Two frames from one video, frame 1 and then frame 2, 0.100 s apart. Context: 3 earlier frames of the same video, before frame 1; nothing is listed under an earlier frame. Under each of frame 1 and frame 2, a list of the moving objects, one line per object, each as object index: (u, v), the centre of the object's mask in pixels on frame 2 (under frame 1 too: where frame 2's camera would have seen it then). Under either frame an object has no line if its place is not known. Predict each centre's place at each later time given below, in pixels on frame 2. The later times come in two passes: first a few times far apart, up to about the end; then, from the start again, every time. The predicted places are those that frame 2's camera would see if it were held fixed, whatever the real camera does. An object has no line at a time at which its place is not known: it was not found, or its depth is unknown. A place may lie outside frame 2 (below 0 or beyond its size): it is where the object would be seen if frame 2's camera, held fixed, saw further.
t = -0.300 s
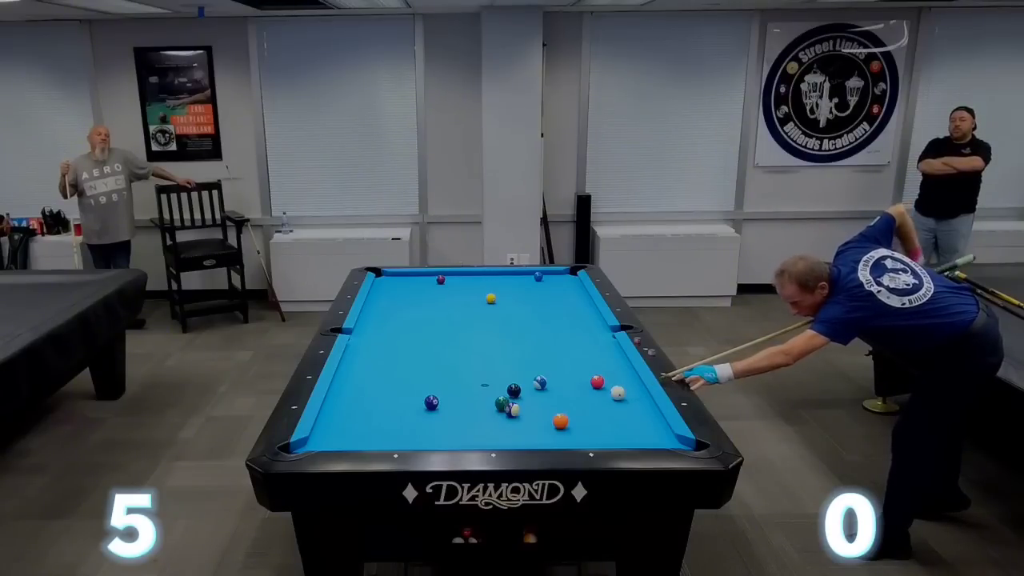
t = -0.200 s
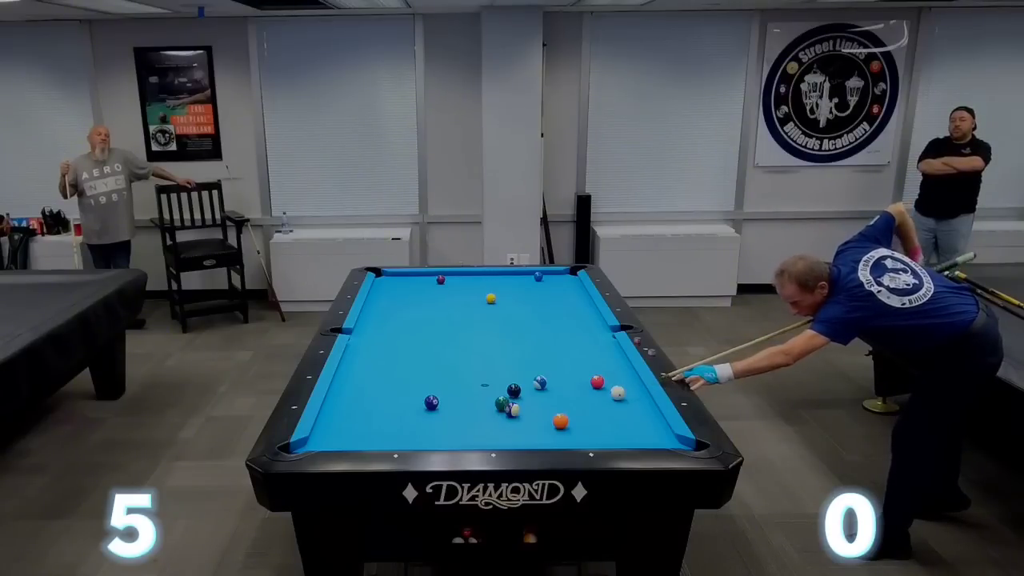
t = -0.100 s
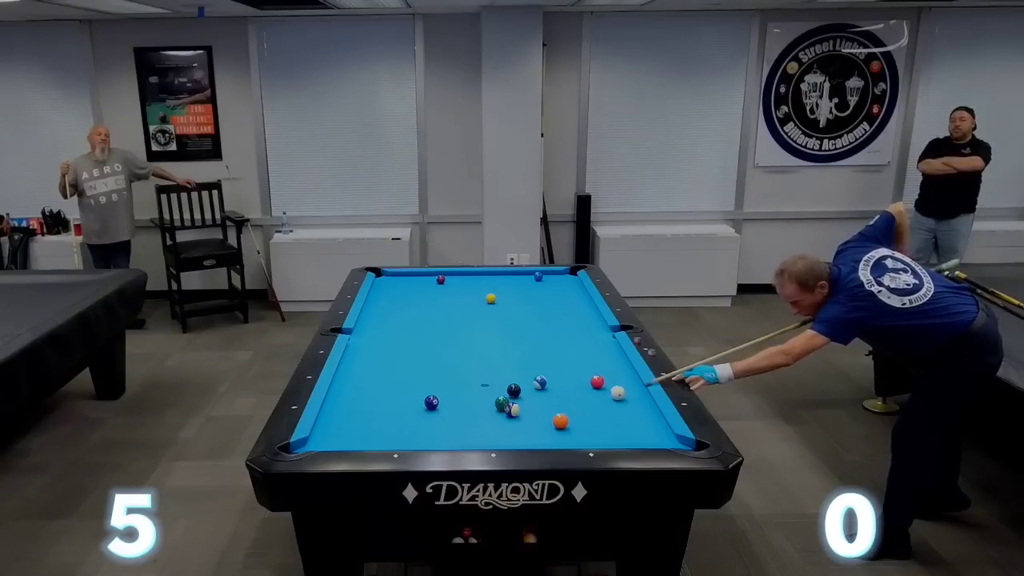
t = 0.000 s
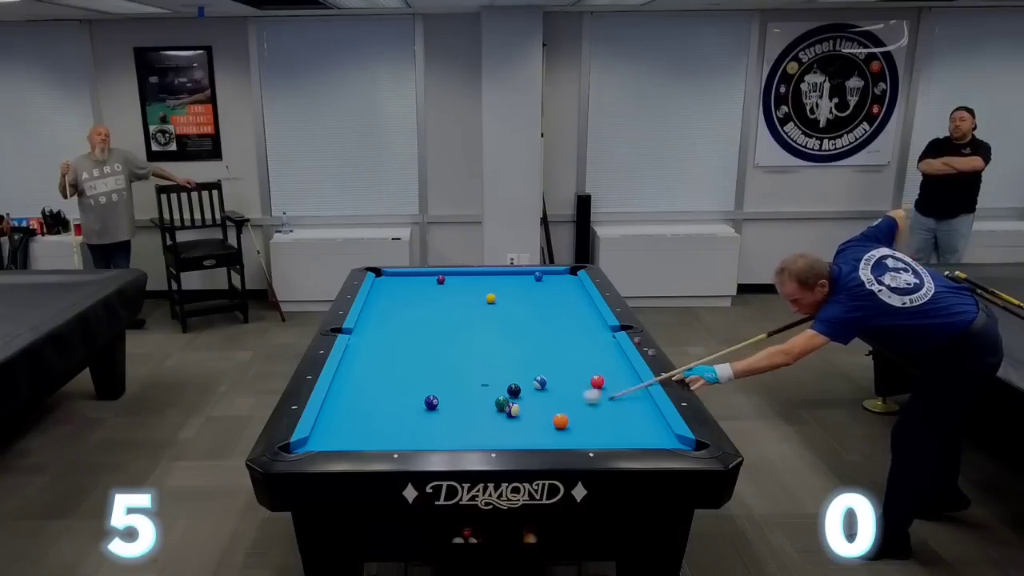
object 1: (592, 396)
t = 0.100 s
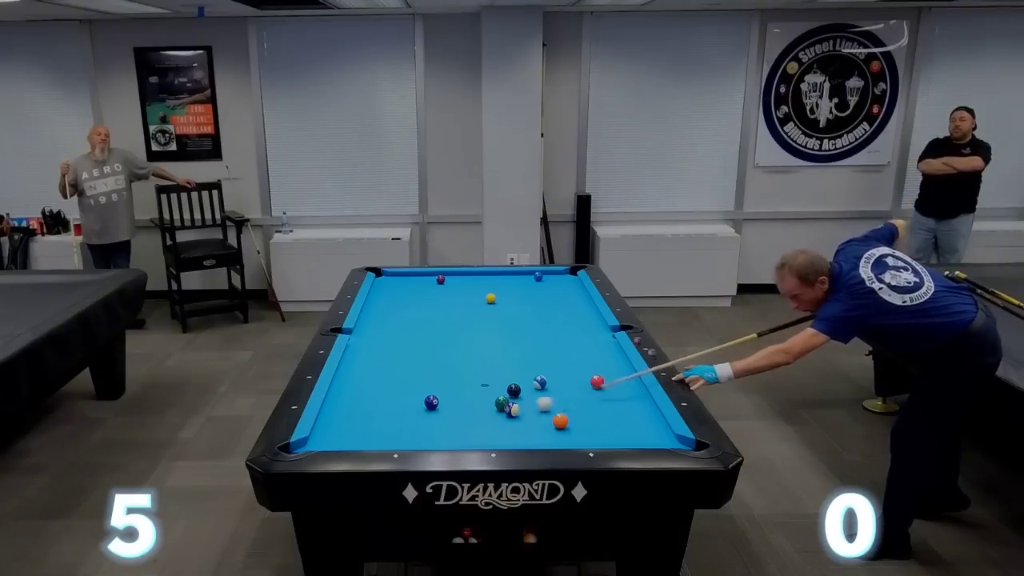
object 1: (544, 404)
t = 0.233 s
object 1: (526, 406)
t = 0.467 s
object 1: (529, 405)
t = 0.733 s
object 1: (531, 404)
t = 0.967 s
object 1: (532, 404)
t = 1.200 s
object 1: (532, 404)
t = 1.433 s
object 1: (533, 404)
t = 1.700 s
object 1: (533, 404)
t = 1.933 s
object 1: (532, 404)
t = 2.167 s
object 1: (533, 404)
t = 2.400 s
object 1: (533, 404)
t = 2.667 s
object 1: (532, 404)
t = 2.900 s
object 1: (532, 404)
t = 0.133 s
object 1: (530, 406)
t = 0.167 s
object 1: (526, 407)
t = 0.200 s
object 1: (526, 407)
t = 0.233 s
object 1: (526, 406)
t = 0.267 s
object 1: (527, 406)
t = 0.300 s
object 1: (527, 406)
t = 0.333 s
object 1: (527, 406)
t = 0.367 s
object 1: (528, 406)
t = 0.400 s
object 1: (528, 405)
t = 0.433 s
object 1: (529, 405)
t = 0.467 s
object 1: (529, 405)
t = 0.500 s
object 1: (529, 405)
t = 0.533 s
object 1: (529, 405)
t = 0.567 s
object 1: (530, 405)
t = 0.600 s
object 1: (530, 405)
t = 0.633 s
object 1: (530, 405)
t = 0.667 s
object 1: (530, 405)
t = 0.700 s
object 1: (530, 404)
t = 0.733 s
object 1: (531, 404)
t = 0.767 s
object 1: (531, 404)
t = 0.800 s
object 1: (531, 404)
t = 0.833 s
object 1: (531, 404)
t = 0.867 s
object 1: (531, 404)
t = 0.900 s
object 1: (531, 404)
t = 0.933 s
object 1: (532, 404)
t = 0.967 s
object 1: (532, 404)
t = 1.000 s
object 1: (532, 404)
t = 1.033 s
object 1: (532, 404)
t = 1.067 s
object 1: (532, 404)
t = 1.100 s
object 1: (532, 404)
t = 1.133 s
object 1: (532, 404)
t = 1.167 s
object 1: (532, 404)
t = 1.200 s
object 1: (532, 404)
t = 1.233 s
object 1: (532, 404)
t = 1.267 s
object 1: (532, 404)
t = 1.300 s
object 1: (533, 404)
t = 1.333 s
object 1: (533, 404)
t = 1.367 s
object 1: (533, 404)
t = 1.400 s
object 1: (533, 404)
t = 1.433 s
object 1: (533, 404)
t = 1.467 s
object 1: (533, 404)
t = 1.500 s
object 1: (533, 404)
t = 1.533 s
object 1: (533, 404)
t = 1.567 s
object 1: (532, 404)
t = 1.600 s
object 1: (532, 404)
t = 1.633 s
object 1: (533, 404)
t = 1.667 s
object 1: (532, 404)
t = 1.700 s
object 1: (533, 404)
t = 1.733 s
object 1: (533, 404)
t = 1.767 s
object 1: (532, 404)
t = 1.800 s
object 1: (532, 404)
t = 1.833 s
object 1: (533, 404)
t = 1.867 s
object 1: (533, 404)
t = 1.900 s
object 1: (533, 404)
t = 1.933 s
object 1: (532, 404)
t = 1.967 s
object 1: (533, 404)
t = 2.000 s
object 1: (532, 404)
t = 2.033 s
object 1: (532, 404)
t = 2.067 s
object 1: (533, 404)
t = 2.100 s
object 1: (532, 404)
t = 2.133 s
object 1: (532, 404)
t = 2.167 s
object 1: (533, 404)
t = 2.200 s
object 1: (532, 404)
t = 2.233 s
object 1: (532, 404)
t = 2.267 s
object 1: (532, 404)
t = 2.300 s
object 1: (533, 404)
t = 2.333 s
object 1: (532, 404)
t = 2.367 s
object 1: (533, 404)
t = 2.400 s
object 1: (533, 404)
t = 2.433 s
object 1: (533, 404)
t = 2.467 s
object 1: (532, 404)
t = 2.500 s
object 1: (532, 404)
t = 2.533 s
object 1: (532, 404)
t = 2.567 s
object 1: (533, 404)
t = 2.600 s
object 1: (532, 404)
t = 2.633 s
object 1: (532, 404)
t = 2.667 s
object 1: (532, 404)
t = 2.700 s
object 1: (532, 404)
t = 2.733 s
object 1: (532, 404)
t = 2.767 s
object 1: (532, 404)
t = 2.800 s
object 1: (532, 404)
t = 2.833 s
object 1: (532, 404)
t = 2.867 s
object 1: (532, 404)
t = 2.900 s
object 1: (532, 404)
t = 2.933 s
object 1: (532, 404)
